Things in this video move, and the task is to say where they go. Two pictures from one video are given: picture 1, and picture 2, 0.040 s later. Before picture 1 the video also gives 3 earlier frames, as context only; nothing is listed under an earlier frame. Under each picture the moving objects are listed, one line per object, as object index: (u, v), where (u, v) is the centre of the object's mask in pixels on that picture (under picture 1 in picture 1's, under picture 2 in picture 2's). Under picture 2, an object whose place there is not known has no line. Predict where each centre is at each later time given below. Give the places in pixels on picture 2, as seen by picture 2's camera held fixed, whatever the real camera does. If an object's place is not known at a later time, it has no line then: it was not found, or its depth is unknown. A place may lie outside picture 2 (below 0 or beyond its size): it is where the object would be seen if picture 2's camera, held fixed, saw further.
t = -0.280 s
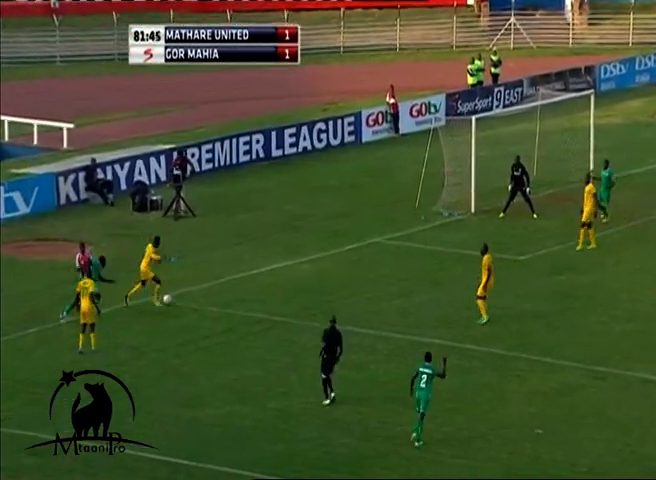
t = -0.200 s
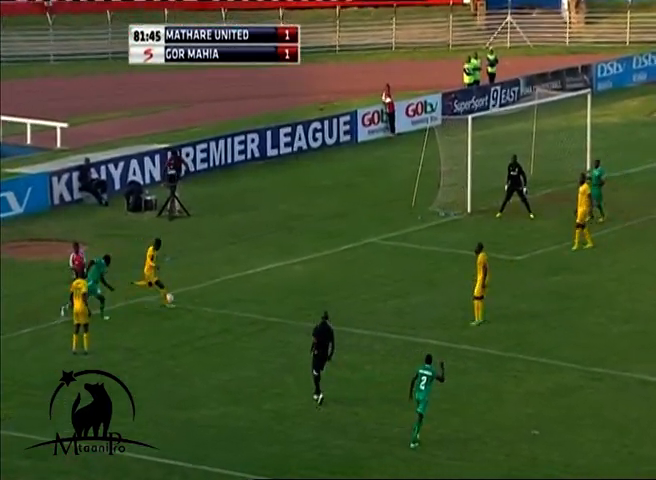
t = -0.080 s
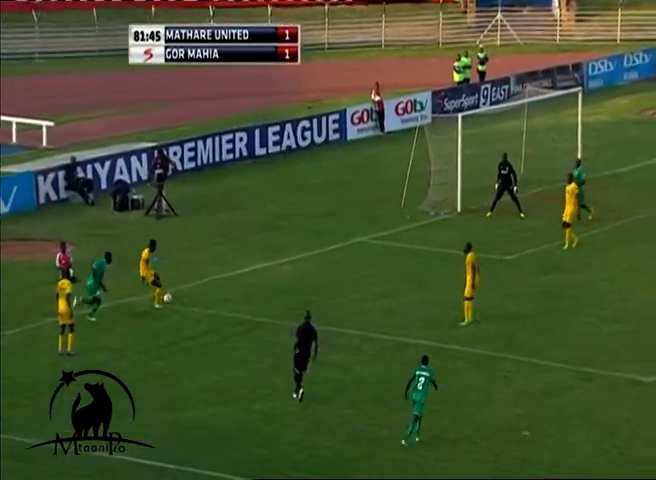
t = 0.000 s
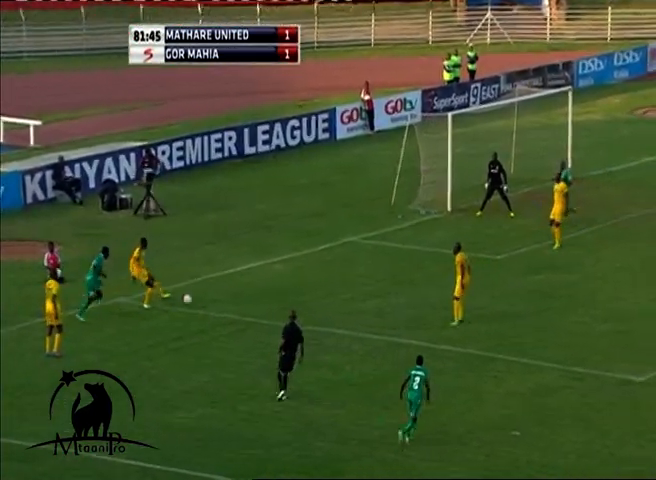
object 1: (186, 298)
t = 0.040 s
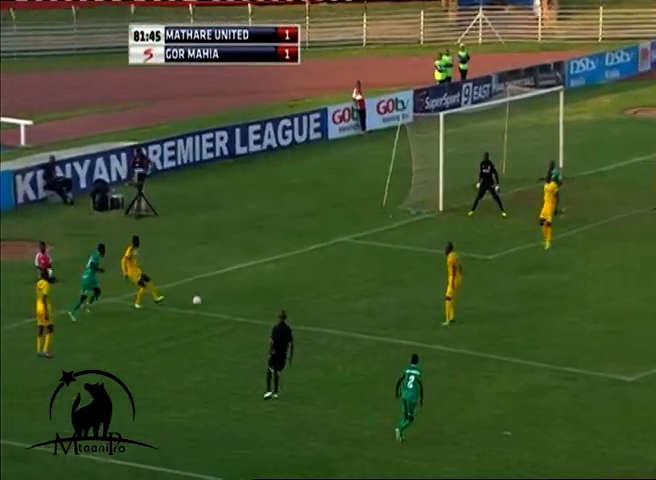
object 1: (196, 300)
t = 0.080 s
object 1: (213, 300)
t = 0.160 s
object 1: (246, 301)
